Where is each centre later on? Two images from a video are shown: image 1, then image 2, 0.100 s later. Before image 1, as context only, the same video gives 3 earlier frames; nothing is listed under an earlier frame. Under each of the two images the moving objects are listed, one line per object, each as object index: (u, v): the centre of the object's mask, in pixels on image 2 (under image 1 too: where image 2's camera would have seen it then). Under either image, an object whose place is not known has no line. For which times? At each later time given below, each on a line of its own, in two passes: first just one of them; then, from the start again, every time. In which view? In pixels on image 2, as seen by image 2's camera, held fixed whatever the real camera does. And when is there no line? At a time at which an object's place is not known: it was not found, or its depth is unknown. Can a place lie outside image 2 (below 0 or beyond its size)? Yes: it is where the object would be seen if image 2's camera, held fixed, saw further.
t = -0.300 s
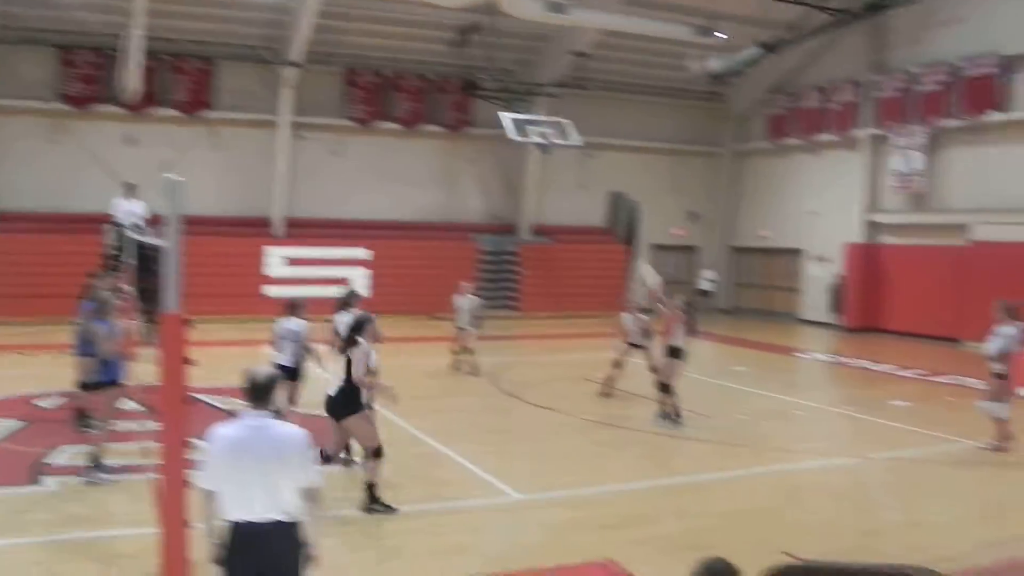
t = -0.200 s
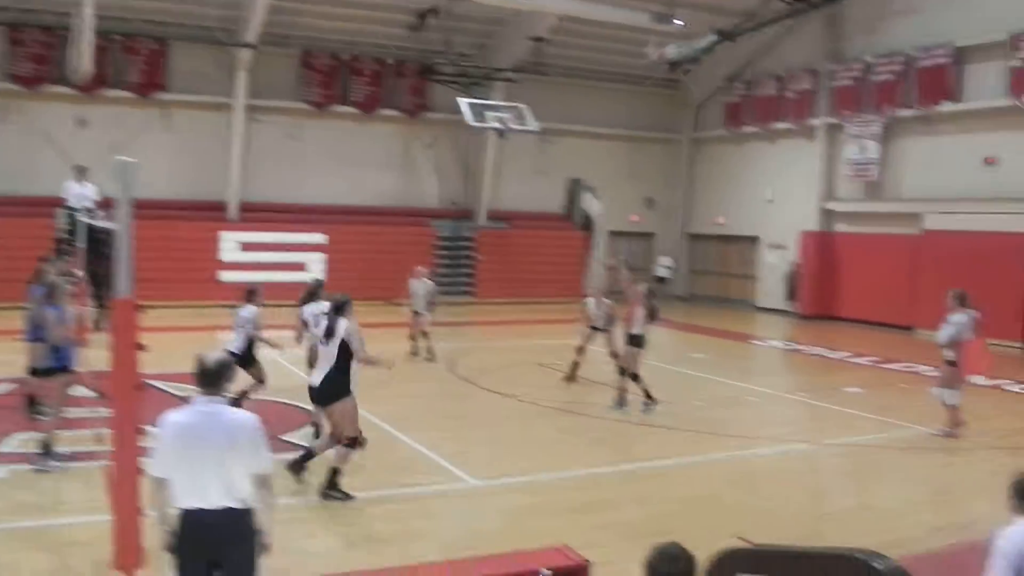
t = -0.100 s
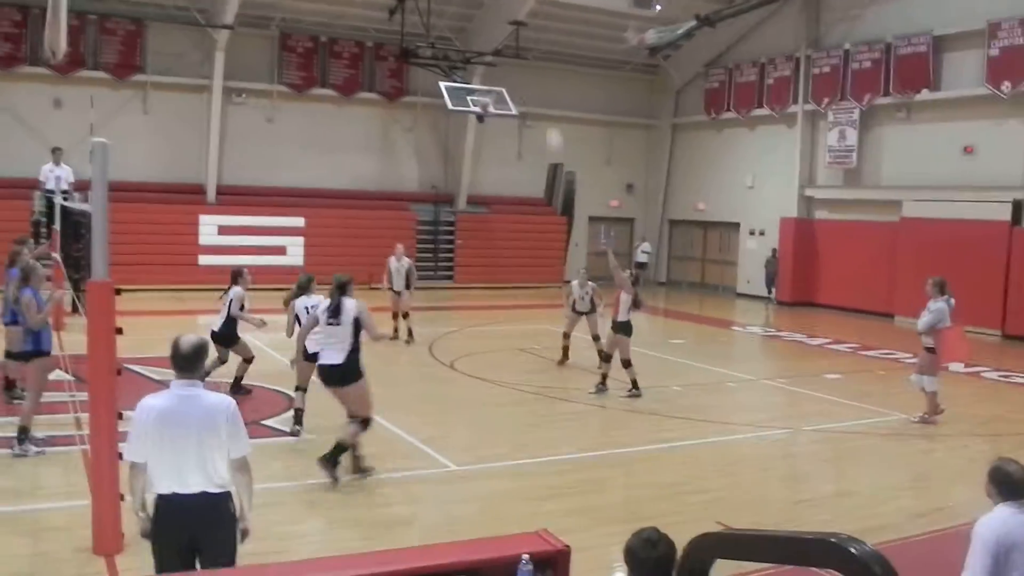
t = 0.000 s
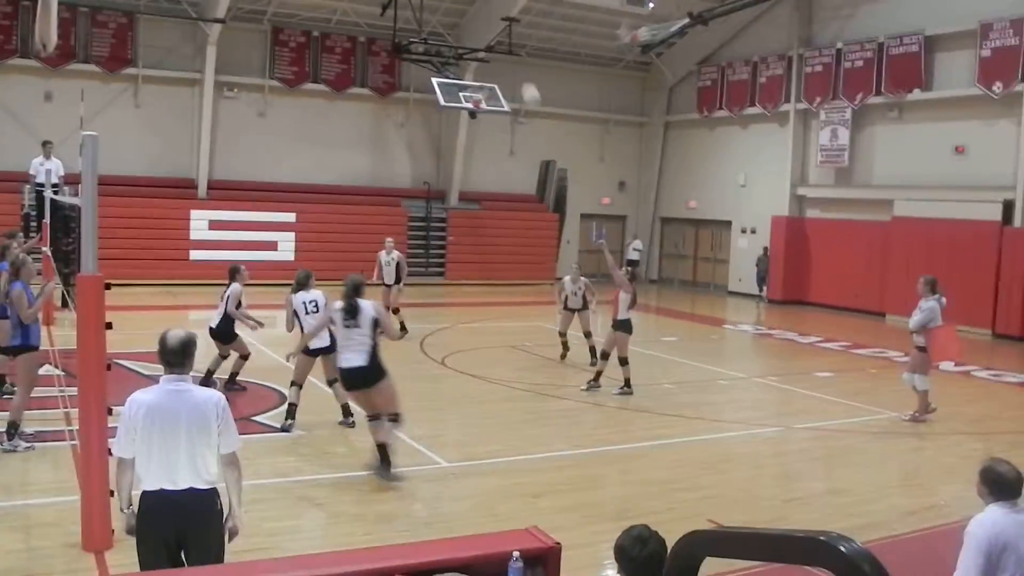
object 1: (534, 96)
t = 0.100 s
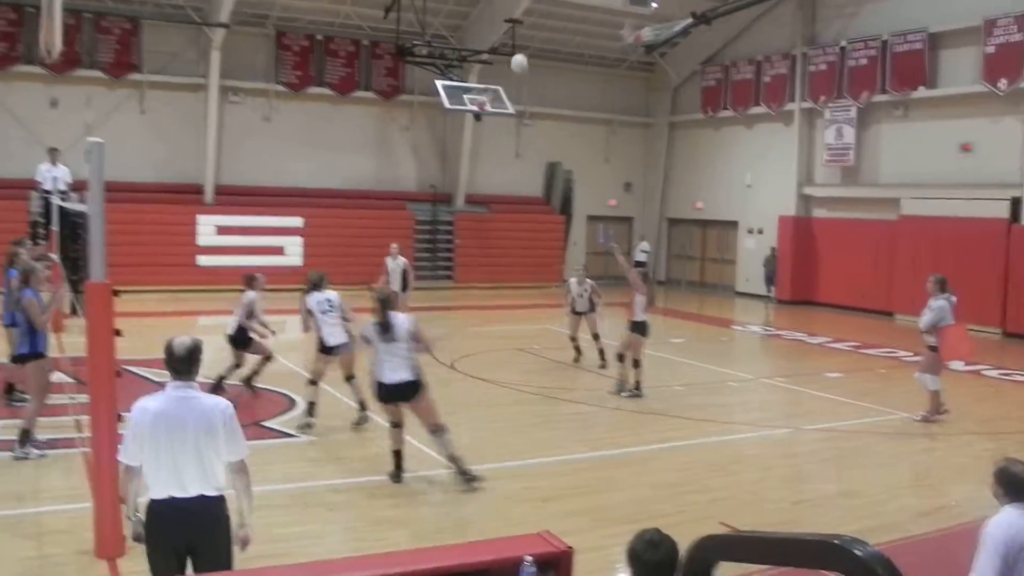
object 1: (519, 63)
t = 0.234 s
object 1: (500, 31)
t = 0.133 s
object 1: (514, 54)
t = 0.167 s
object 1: (510, 45)
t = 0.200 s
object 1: (505, 37)
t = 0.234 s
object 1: (500, 31)
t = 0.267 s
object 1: (496, 25)
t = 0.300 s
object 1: (491, 20)
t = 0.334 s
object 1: (486, 16)
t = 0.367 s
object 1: (481, 13)
